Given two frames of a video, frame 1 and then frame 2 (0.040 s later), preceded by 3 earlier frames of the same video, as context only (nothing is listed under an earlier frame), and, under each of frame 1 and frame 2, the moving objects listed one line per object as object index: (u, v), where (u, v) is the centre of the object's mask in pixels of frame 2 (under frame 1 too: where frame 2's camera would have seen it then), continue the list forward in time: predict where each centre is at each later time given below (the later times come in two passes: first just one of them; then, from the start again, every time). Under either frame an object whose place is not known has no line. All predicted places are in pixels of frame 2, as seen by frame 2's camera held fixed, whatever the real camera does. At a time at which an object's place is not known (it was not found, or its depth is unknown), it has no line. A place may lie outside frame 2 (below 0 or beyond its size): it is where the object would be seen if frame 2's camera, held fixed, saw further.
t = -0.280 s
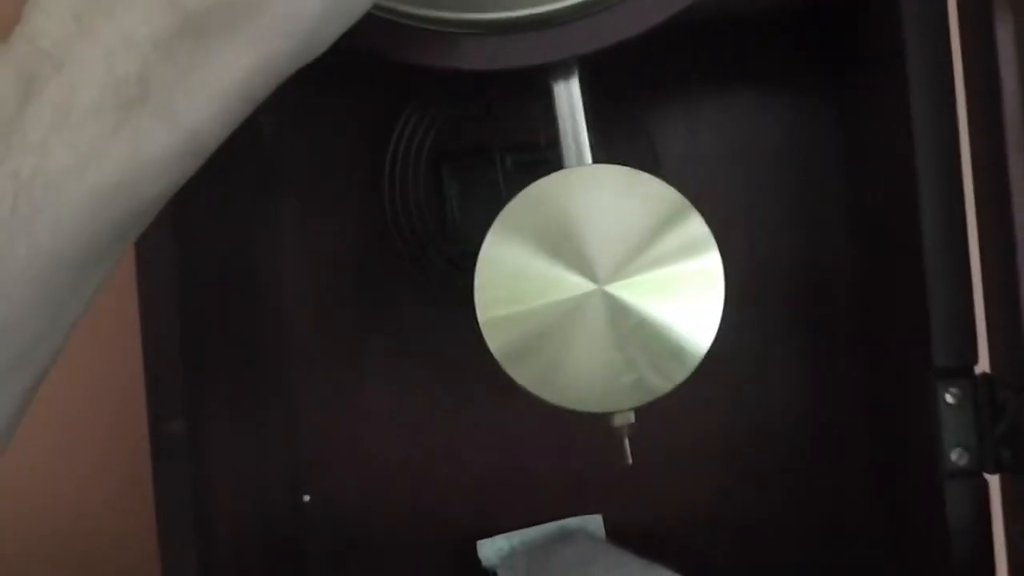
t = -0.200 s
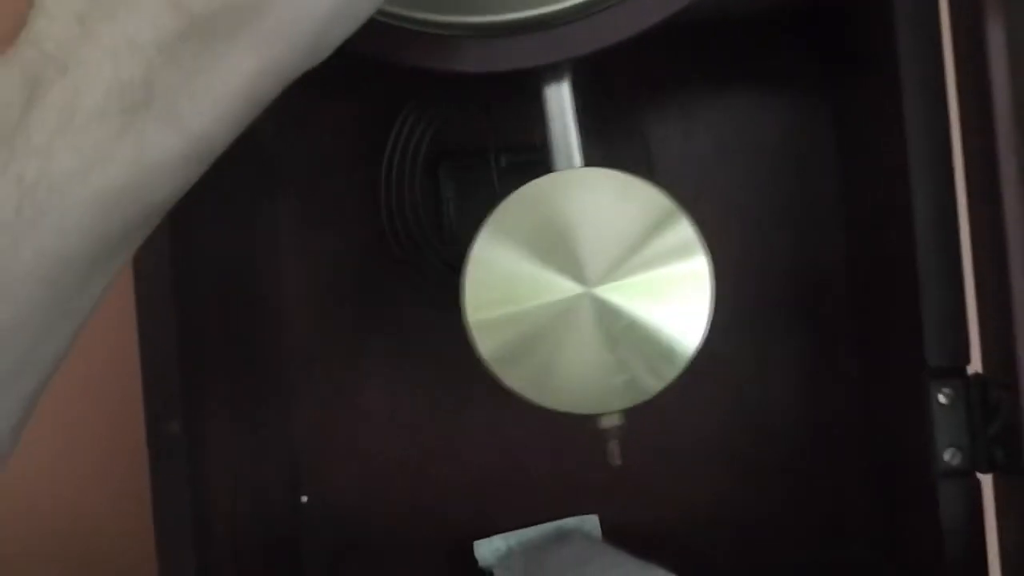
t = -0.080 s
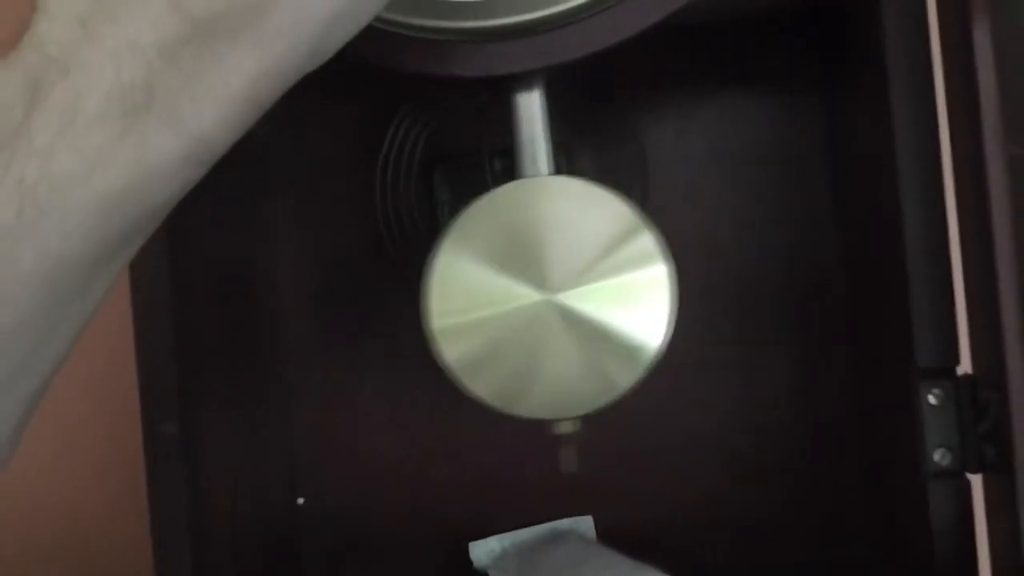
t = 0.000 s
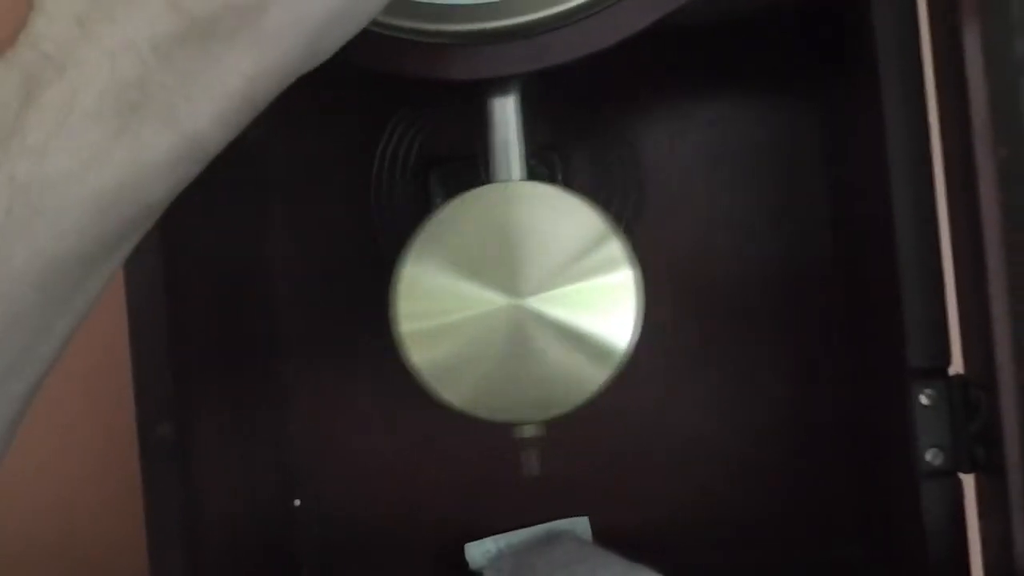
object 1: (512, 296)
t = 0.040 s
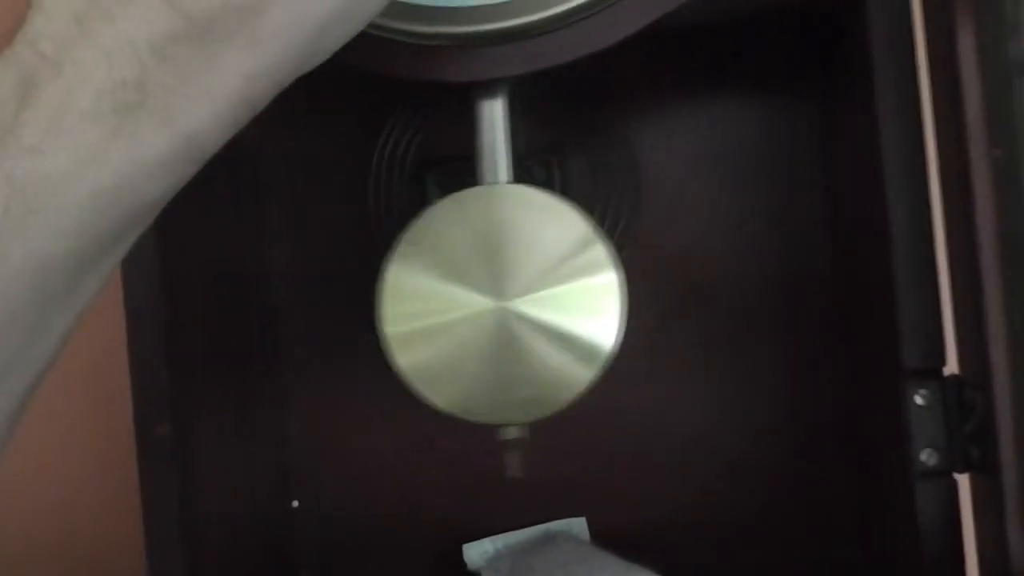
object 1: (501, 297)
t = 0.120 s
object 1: (486, 298)
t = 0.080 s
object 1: (492, 296)
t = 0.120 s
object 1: (486, 298)
